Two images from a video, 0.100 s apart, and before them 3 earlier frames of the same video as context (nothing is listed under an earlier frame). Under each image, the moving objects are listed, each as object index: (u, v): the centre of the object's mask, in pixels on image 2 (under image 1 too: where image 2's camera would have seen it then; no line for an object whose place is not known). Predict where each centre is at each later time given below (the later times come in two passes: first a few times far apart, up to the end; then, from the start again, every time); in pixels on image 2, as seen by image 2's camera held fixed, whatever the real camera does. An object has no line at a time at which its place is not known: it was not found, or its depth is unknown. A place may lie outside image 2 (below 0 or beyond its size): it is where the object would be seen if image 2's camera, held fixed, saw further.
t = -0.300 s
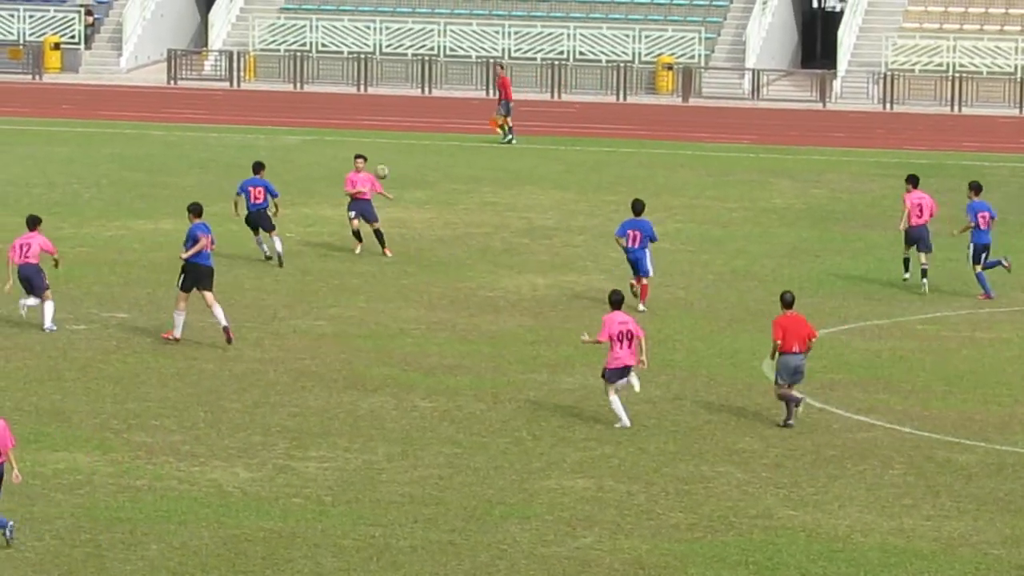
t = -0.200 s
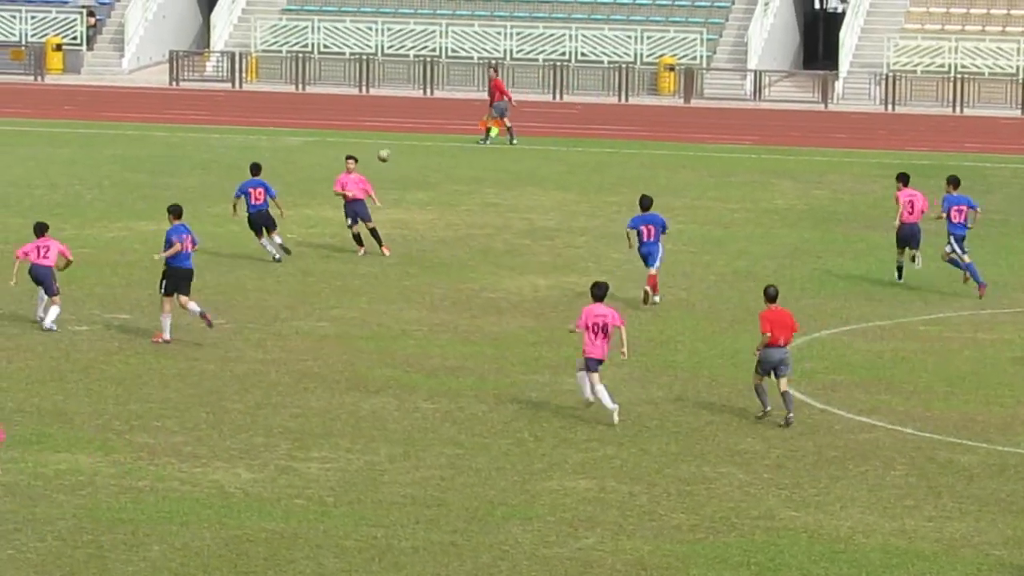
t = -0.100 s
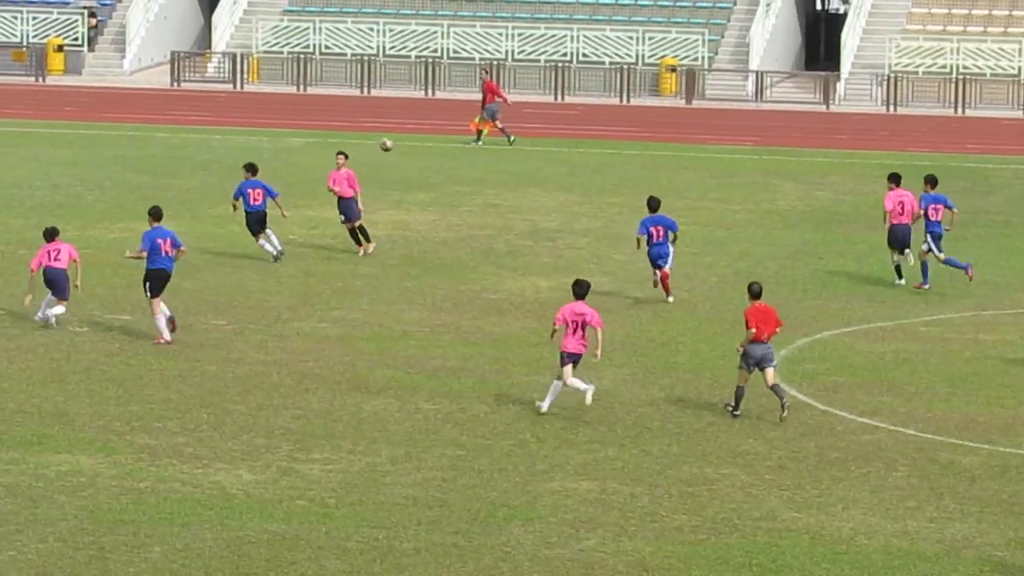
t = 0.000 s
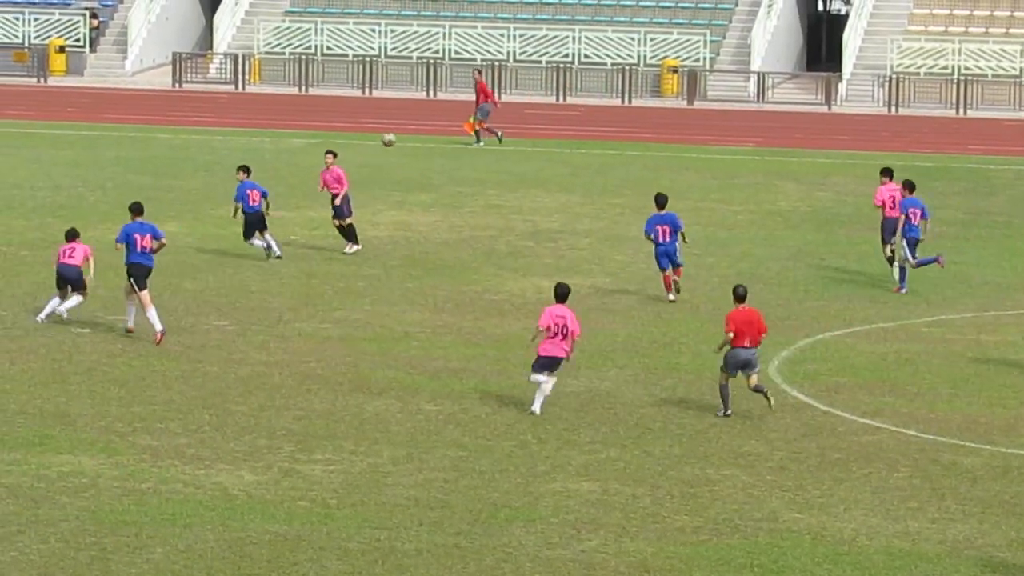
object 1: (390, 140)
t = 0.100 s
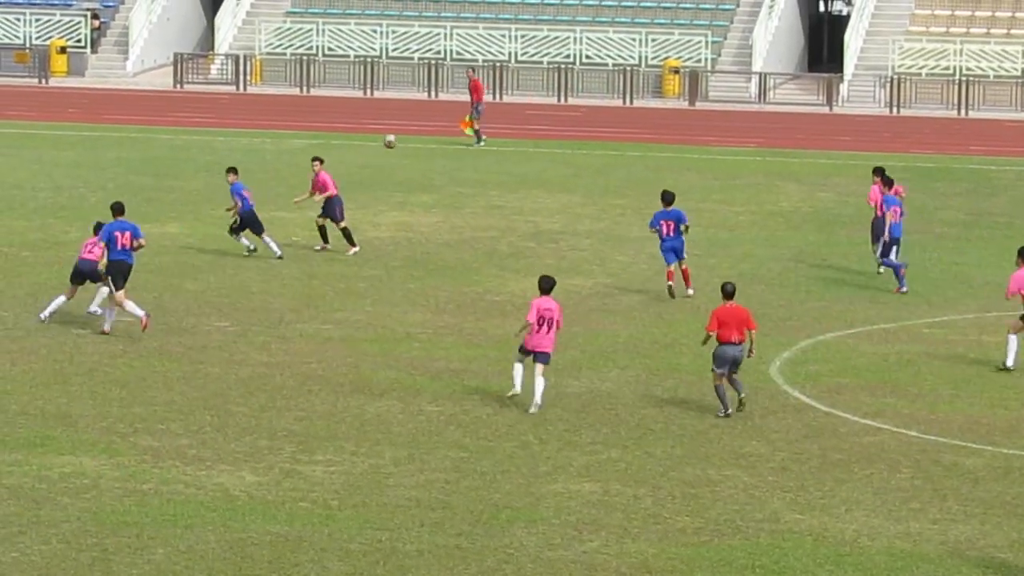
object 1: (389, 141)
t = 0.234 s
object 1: (391, 152)
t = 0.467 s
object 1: (392, 200)
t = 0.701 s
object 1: (394, 283)
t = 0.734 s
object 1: (393, 294)
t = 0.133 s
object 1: (390, 142)
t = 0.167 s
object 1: (390, 145)
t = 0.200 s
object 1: (391, 148)
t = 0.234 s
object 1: (391, 152)
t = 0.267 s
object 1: (391, 156)
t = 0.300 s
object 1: (391, 161)
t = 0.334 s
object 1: (392, 168)
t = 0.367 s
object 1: (392, 174)
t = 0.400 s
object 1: (392, 182)
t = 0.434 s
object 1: (392, 191)
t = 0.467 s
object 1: (392, 200)
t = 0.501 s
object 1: (392, 210)
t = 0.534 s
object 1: (392, 220)
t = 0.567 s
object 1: (393, 231)
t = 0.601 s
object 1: (393, 243)
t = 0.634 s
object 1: (394, 256)
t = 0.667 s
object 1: (393, 269)
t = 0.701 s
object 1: (394, 283)
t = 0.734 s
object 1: (393, 294)
